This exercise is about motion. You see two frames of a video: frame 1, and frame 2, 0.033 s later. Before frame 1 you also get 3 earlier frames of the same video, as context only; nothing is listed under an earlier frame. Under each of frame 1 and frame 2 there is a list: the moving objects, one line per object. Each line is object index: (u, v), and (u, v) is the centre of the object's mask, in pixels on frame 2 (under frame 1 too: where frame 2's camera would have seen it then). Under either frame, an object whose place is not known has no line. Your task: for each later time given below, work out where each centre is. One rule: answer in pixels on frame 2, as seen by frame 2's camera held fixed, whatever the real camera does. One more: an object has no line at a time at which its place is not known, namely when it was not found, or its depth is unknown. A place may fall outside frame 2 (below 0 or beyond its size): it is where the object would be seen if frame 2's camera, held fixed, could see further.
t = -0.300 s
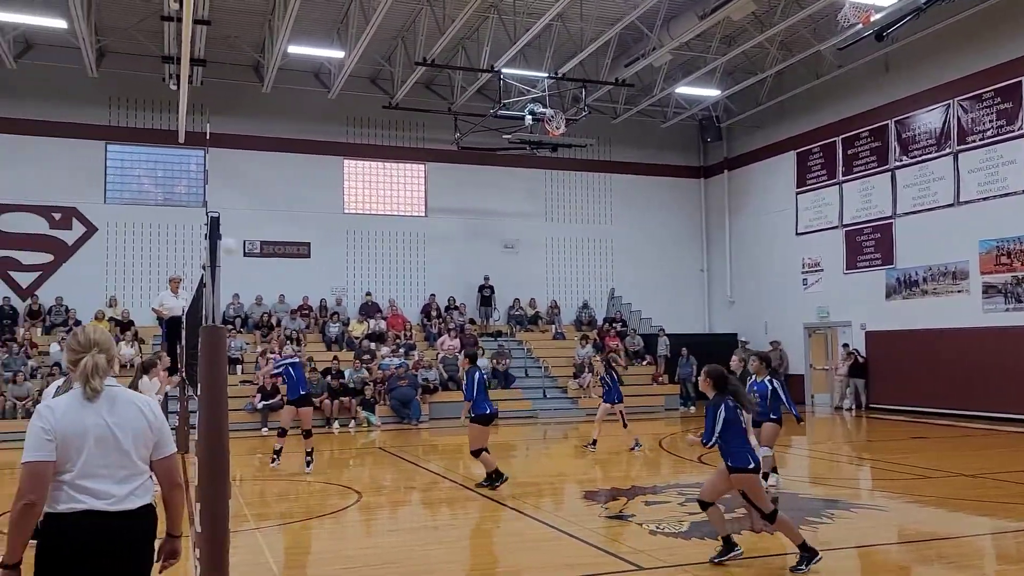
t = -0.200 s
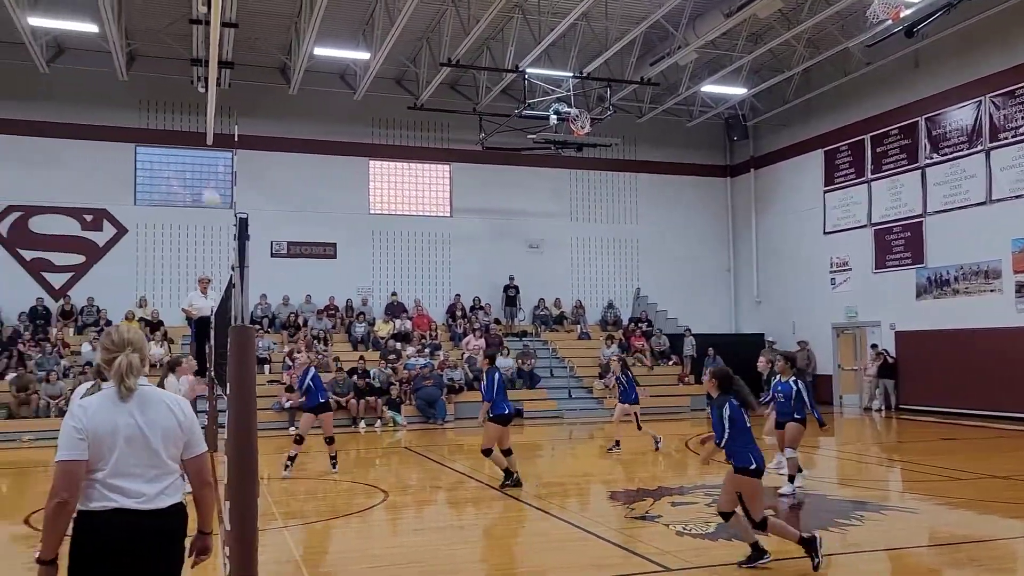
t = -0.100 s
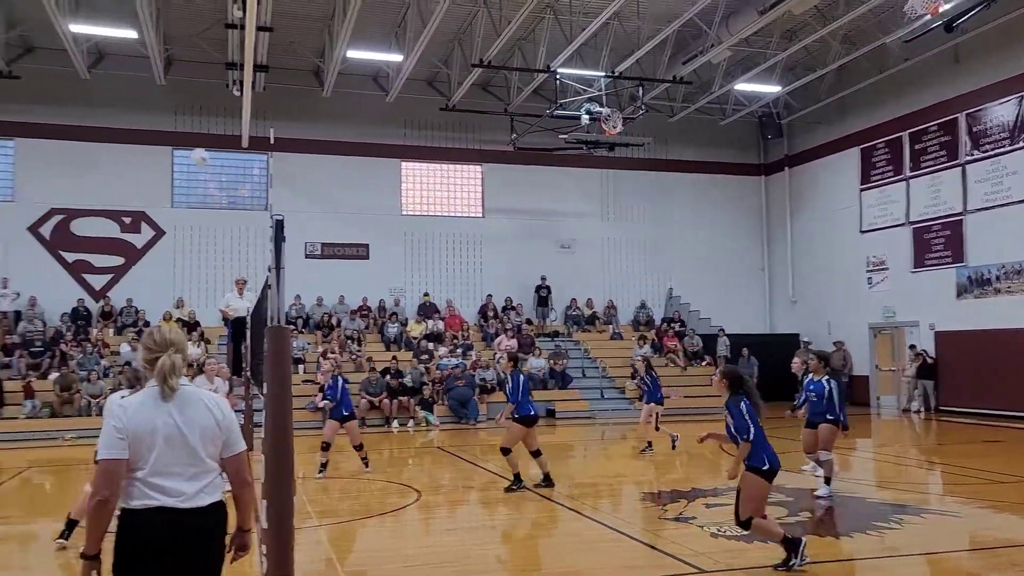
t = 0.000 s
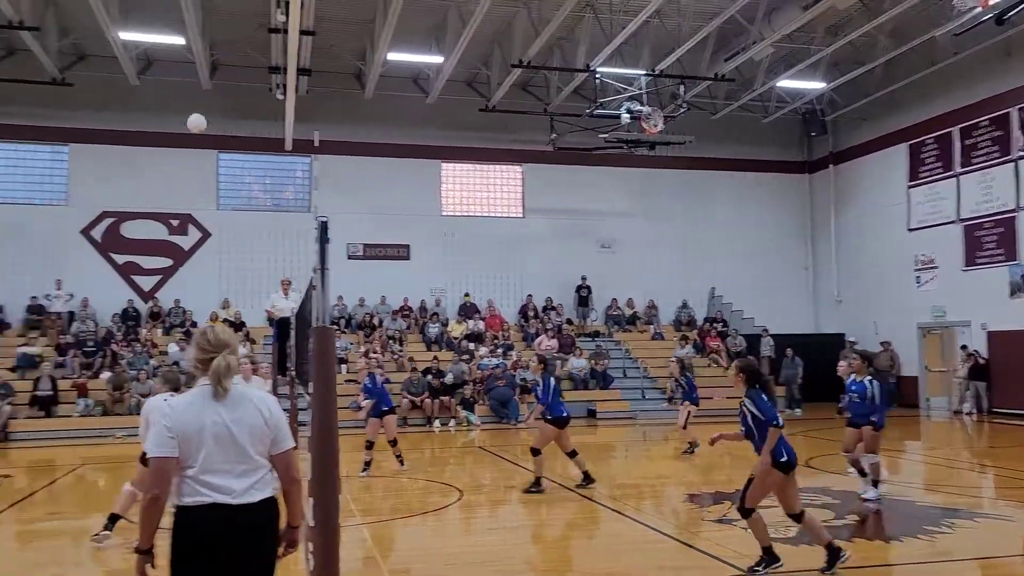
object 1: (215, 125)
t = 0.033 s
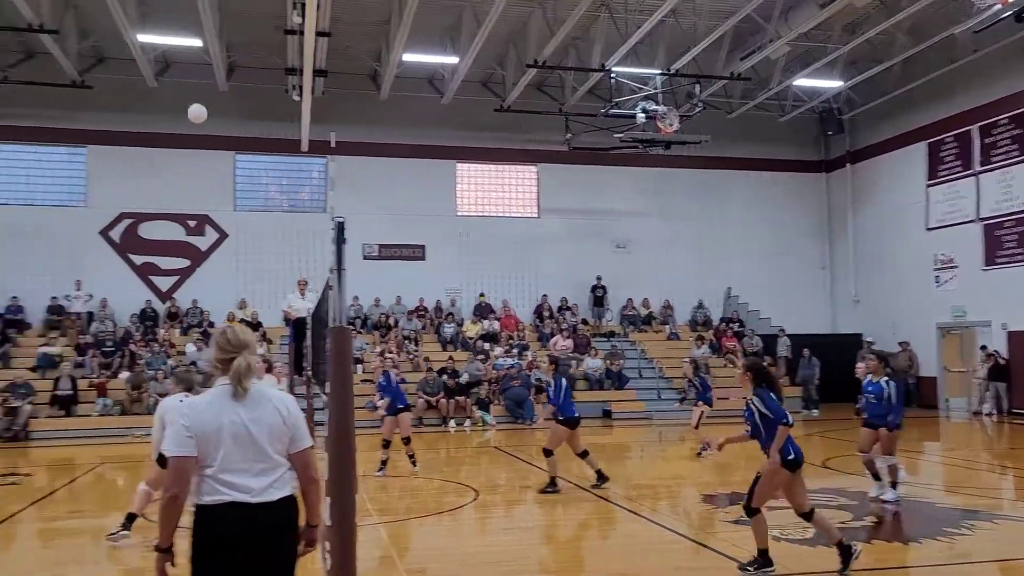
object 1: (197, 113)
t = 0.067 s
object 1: (180, 103)
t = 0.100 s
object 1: (161, 93)
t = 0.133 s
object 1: (142, 84)
